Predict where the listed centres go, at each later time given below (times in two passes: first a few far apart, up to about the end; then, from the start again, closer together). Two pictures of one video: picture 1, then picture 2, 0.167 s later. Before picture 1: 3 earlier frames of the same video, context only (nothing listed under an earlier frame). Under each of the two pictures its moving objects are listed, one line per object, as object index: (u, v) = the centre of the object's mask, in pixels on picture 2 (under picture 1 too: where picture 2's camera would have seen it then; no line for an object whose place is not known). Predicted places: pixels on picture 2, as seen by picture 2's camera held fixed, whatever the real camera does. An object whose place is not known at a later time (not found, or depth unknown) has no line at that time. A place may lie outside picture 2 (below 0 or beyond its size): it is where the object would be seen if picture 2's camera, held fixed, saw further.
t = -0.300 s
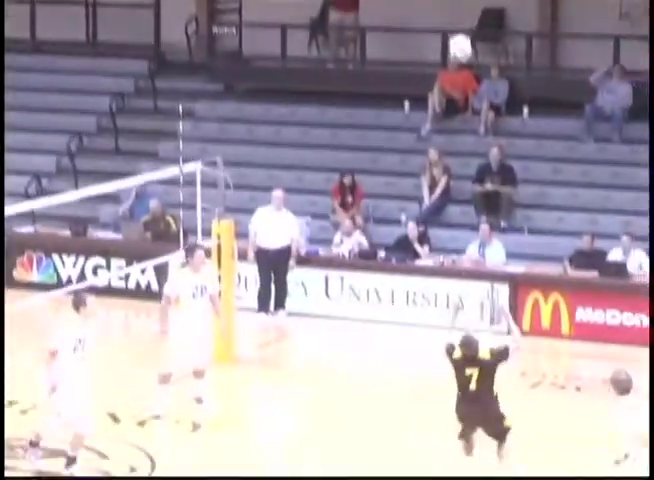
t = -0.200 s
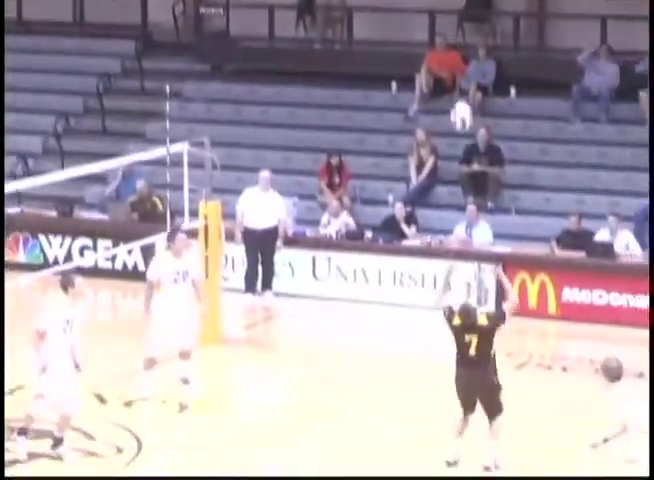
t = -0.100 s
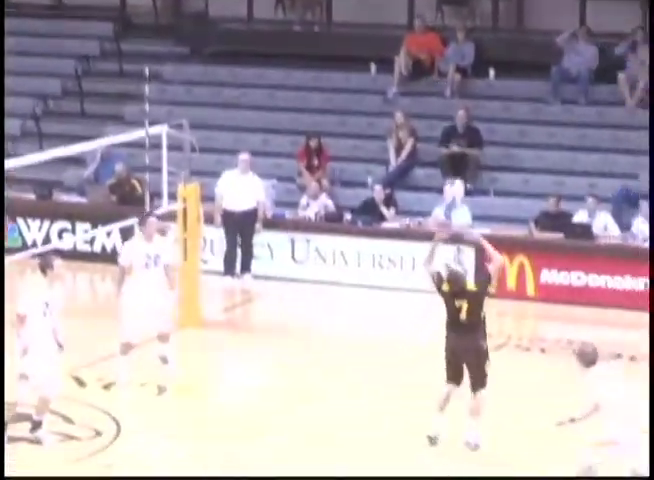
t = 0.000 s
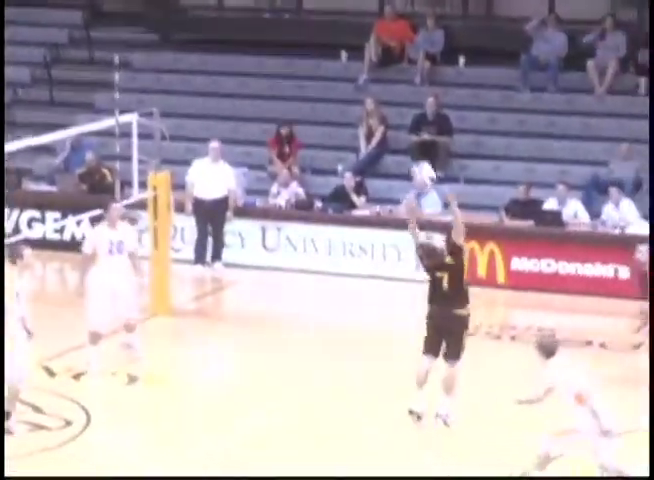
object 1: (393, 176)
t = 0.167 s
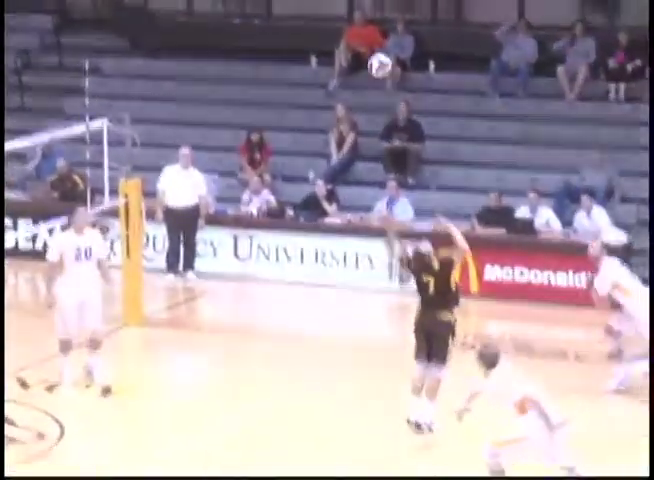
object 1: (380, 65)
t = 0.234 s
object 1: (375, 24)
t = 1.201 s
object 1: (281, 6)
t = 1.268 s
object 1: (275, 44)
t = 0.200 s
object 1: (377, 45)
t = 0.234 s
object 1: (375, 24)
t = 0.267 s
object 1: (371, 7)
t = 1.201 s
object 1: (281, 6)
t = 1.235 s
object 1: (278, 24)
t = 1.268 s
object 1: (275, 44)
